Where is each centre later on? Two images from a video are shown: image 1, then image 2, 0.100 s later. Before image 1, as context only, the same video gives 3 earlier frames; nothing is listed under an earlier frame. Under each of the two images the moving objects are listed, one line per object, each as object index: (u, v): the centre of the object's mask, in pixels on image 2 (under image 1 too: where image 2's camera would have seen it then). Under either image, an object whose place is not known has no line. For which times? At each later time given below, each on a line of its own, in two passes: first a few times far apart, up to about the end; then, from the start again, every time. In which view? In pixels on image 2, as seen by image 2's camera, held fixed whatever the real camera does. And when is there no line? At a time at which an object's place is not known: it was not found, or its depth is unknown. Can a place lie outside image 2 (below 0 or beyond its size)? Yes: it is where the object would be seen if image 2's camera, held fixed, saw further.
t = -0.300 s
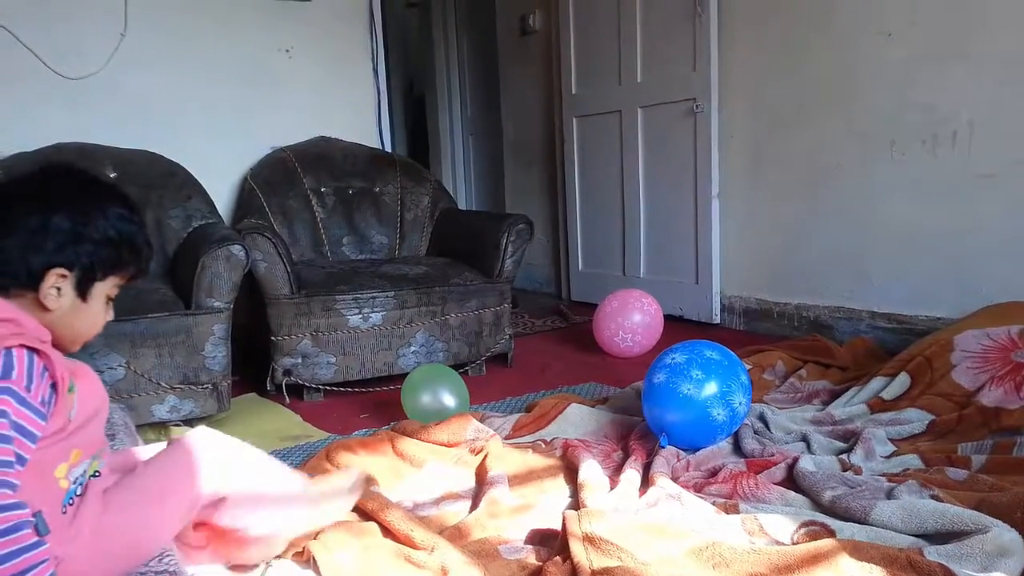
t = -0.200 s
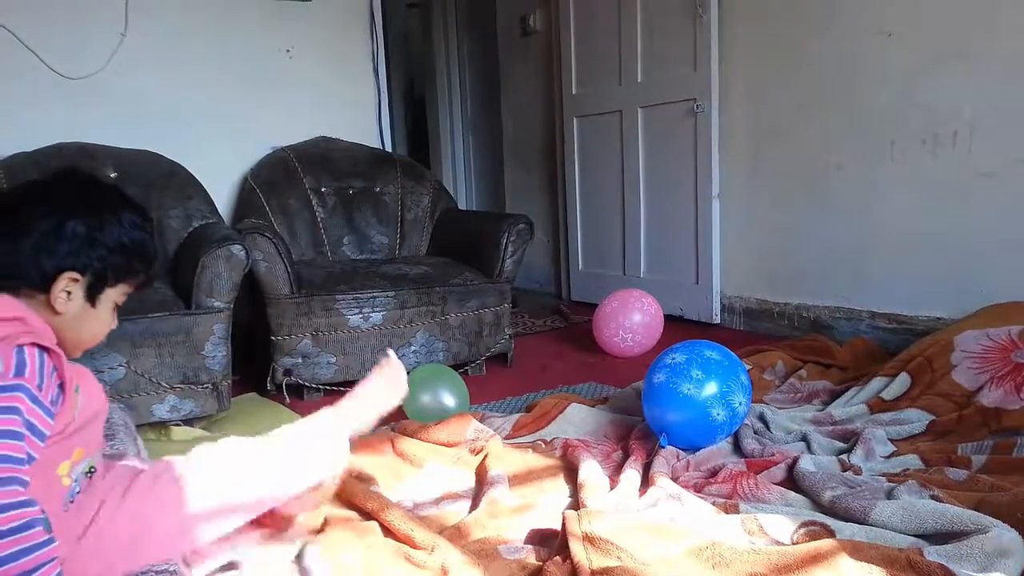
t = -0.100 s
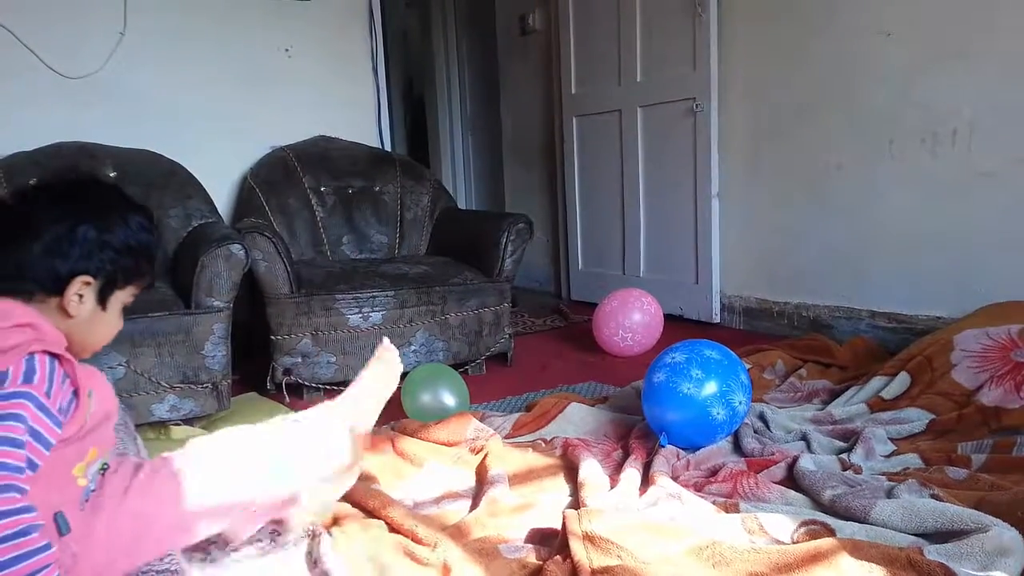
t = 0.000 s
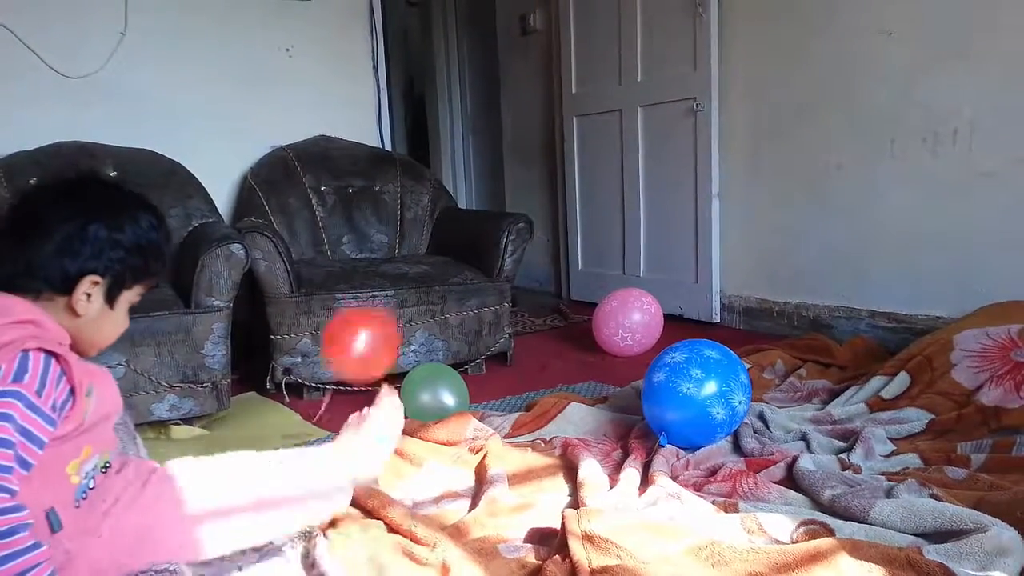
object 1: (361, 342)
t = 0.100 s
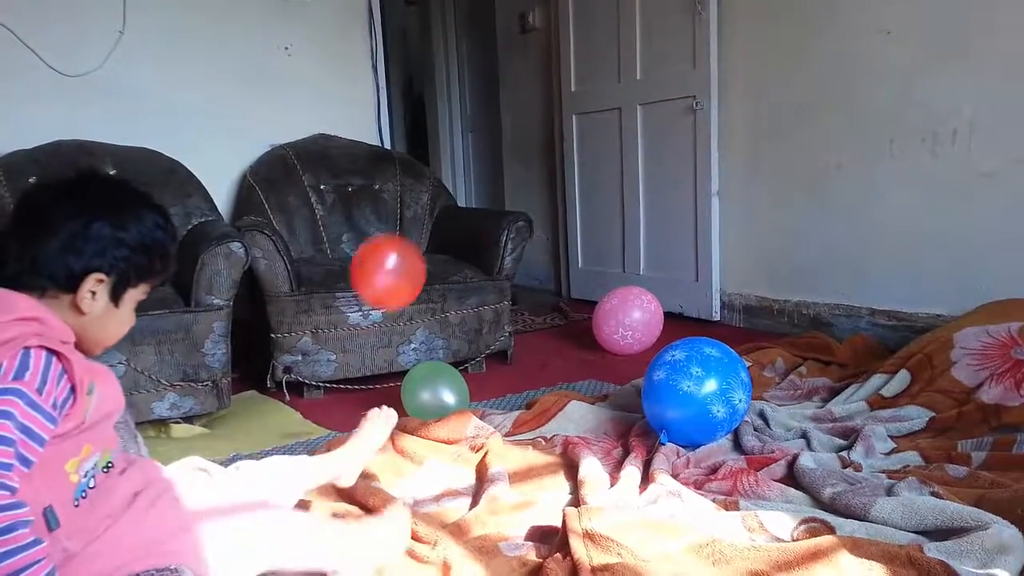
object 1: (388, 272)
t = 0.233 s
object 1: (416, 222)
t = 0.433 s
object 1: (448, 218)
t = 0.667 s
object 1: (471, 284)
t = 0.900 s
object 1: (484, 387)
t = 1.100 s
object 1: (476, 435)
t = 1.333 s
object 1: (458, 451)
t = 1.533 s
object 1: (441, 464)
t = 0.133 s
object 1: (396, 256)
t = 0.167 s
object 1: (403, 242)
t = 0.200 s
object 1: (409, 230)
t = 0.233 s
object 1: (416, 222)
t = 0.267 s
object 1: (422, 216)
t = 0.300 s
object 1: (428, 213)
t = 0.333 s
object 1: (433, 212)
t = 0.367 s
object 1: (438, 212)
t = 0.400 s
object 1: (443, 215)
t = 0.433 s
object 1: (448, 218)
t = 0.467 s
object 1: (452, 224)
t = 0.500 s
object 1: (456, 232)
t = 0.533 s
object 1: (459, 240)
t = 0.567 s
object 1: (463, 249)
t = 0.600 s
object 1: (465, 260)
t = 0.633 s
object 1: (468, 272)
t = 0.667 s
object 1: (471, 284)
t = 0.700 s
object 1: (473, 296)
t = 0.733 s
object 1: (476, 310)
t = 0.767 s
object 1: (477, 323)
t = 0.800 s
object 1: (479, 338)
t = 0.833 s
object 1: (480, 354)
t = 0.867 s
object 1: (482, 371)
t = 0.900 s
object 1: (484, 387)
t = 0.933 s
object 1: (484, 406)
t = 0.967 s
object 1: (485, 423)
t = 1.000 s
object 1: (485, 437)
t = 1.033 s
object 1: (483, 437)
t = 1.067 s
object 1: (479, 435)
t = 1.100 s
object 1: (476, 435)
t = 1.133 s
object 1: (473, 435)
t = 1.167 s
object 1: (471, 437)
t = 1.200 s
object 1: (468, 439)
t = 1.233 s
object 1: (466, 441)
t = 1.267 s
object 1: (463, 445)
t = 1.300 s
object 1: (461, 448)
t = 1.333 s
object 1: (458, 451)
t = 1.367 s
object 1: (457, 452)
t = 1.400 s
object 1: (455, 452)
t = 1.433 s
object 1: (452, 454)
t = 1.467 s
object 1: (447, 457)
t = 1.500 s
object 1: (446, 457)
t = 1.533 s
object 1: (441, 464)
